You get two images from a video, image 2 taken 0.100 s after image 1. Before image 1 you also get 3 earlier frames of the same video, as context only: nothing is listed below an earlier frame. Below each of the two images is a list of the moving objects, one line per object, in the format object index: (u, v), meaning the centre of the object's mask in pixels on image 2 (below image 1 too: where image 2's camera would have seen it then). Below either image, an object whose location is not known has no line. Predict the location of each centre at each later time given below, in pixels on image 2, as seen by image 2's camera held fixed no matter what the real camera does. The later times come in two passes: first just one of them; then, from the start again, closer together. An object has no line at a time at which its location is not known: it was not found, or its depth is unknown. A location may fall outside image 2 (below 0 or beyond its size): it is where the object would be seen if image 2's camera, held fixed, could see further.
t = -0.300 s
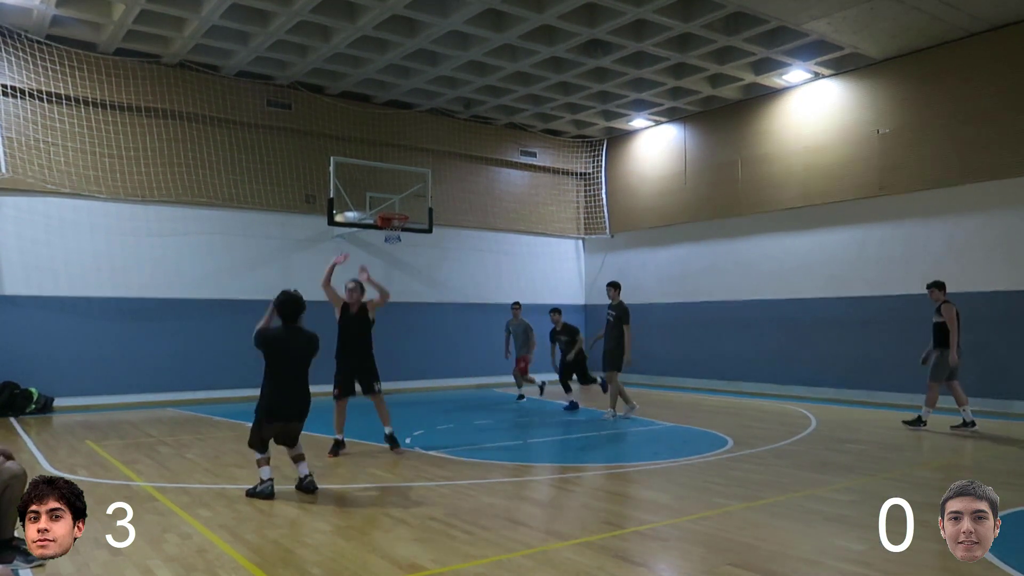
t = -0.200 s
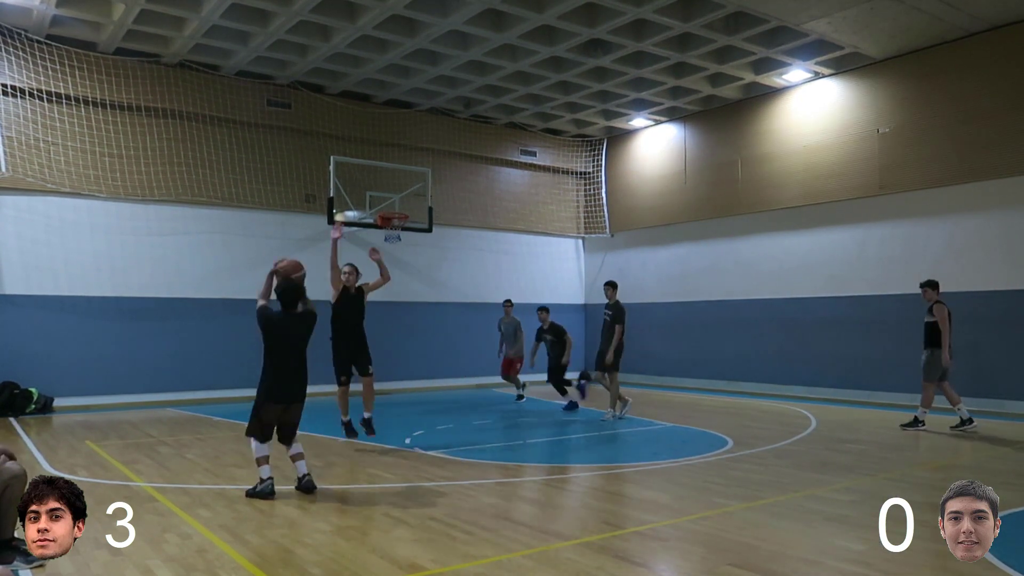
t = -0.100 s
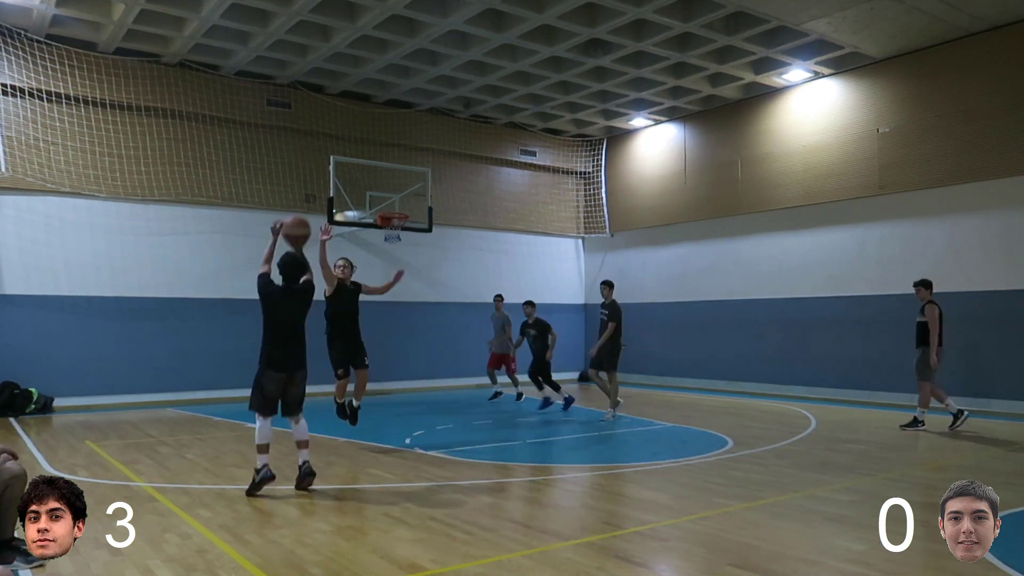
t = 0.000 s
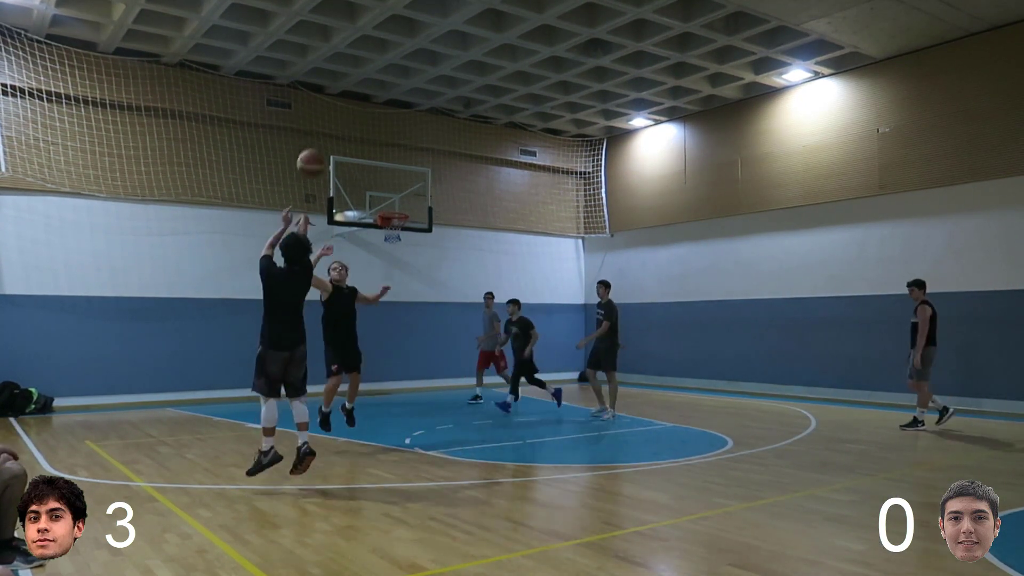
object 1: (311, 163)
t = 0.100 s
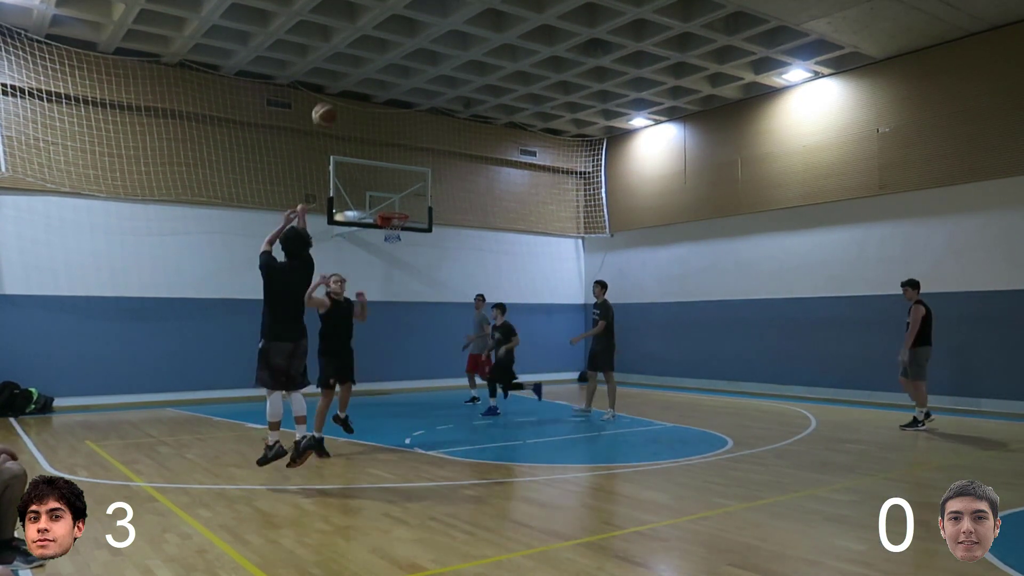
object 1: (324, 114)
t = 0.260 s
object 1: (342, 72)
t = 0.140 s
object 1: (329, 100)
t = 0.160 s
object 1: (331, 94)
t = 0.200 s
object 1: (336, 84)
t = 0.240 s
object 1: (340, 75)
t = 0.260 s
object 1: (342, 72)
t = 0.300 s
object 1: (346, 65)
